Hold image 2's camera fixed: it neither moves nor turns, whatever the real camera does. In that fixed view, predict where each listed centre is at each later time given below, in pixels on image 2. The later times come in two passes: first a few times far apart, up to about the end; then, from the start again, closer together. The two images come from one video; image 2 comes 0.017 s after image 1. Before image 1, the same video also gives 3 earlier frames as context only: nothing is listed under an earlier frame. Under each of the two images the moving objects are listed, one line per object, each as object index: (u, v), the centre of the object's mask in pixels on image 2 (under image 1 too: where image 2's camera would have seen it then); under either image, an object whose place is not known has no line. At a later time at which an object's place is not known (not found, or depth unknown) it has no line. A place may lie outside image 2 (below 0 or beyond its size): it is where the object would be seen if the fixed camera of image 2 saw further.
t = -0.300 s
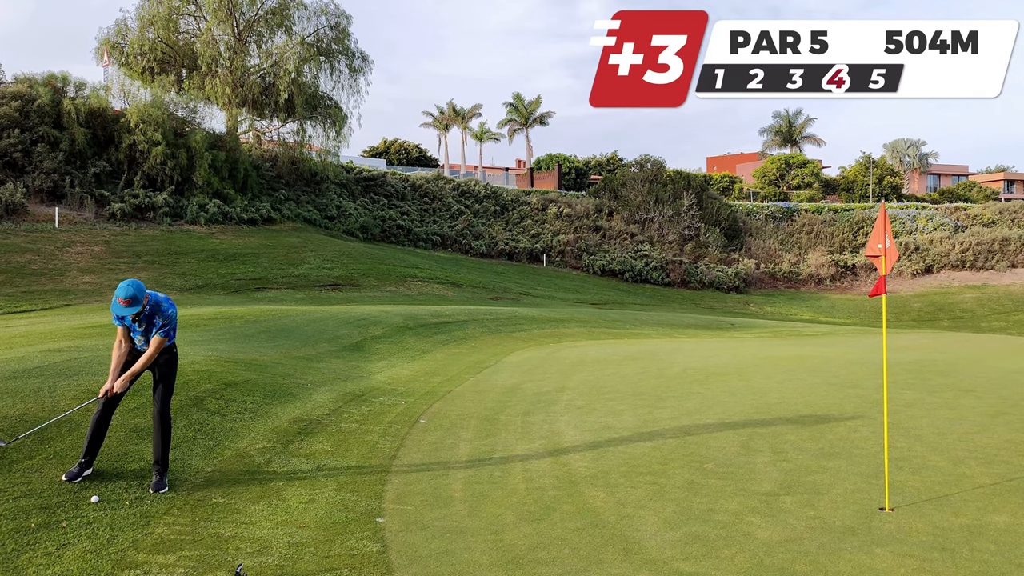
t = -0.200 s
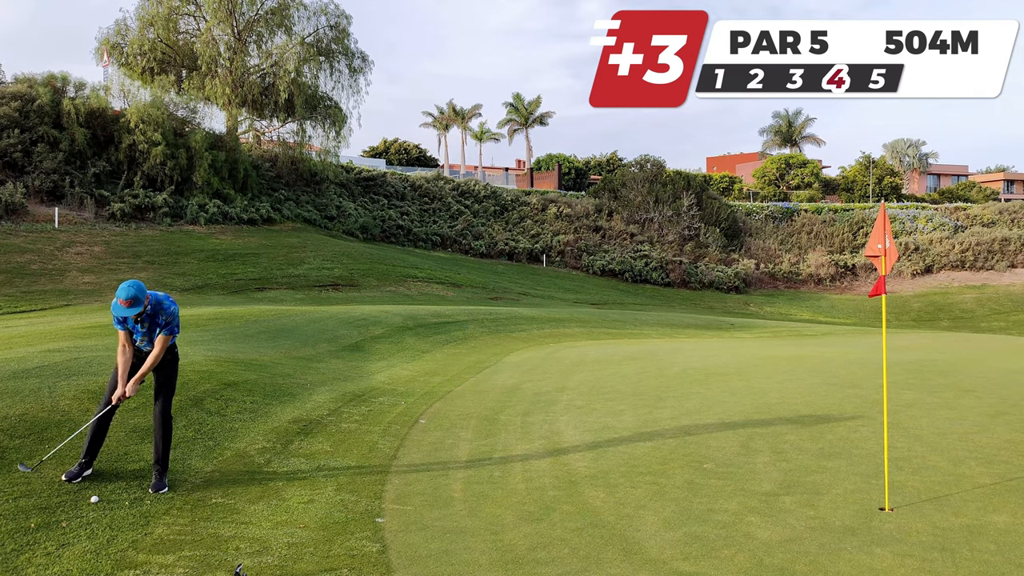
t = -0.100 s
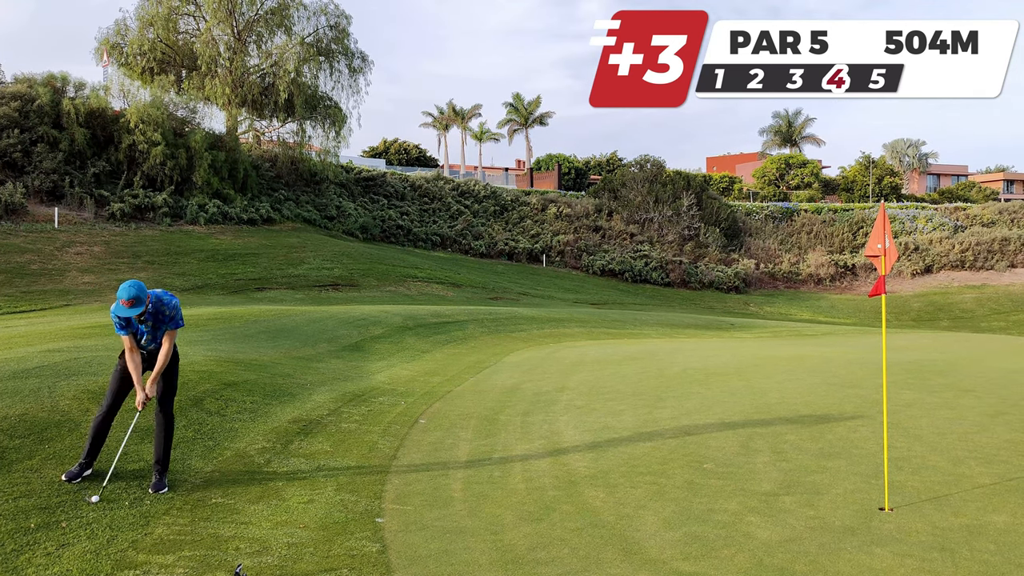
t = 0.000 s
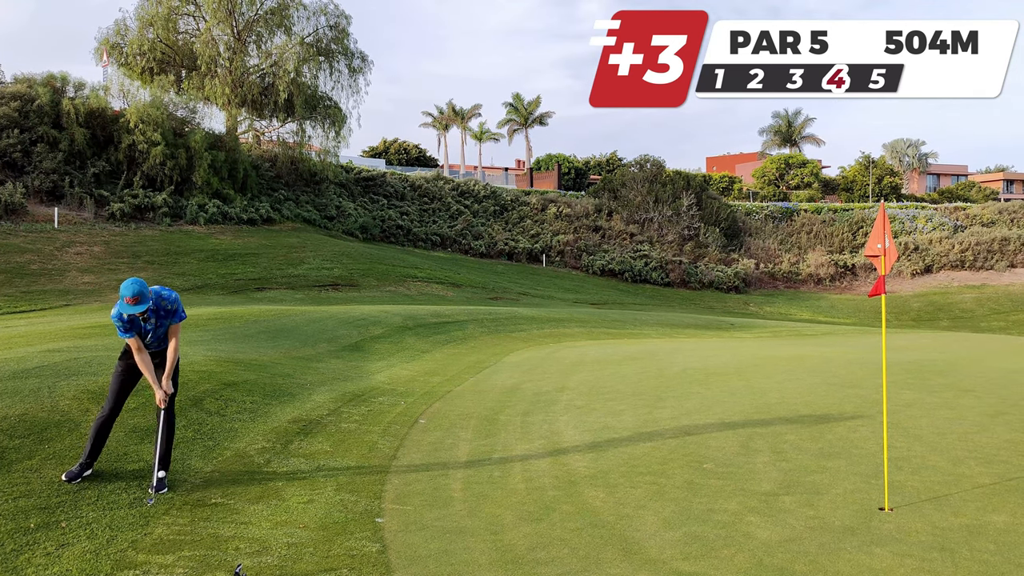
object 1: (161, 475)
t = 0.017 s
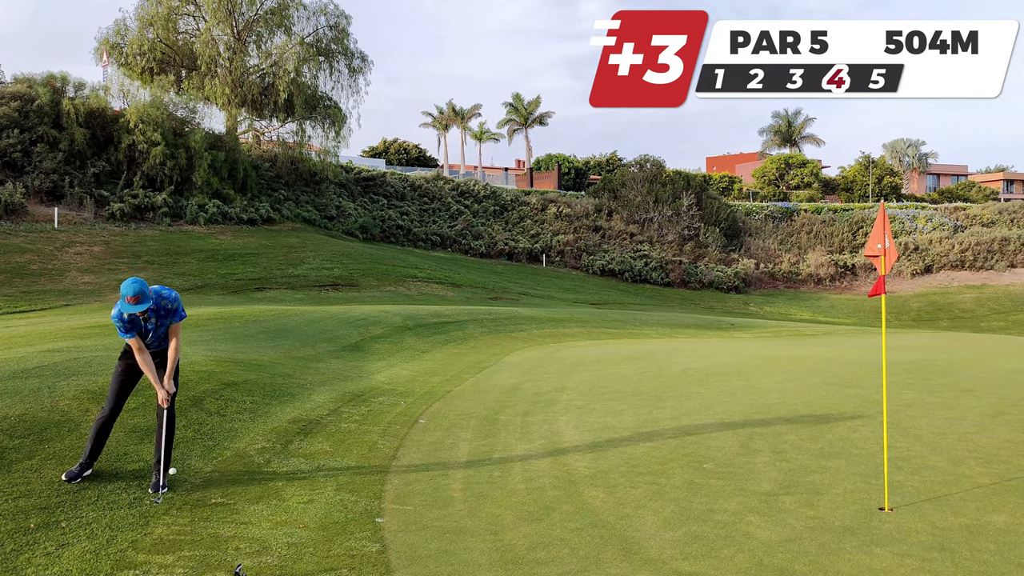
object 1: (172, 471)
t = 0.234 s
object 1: (314, 473)
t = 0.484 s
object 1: (448, 507)
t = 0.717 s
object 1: (524, 513)
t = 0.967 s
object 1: (583, 514)
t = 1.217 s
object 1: (638, 513)
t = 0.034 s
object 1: (183, 469)
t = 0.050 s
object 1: (194, 467)
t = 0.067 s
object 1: (205, 465)
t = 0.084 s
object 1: (216, 464)
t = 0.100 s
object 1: (227, 464)
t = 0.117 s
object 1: (238, 463)
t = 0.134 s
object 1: (249, 463)
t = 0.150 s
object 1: (260, 464)
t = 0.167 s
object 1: (271, 465)
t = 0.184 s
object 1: (281, 467)
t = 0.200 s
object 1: (293, 468)
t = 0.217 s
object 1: (303, 471)
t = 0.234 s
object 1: (314, 473)
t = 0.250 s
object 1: (325, 476)
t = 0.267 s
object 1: (336, 480)
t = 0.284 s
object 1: (346, 483)
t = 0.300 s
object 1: (357, 488)
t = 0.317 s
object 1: (368, 492)
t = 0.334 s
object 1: (379, 498)
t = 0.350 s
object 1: (389, 503)
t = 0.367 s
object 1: (400, 509)
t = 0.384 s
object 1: (411, 515)
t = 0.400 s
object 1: (420, 518)
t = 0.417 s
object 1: (425, 515)
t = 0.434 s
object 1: (431, 512)
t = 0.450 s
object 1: (437, 510)
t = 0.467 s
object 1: (443, 509)
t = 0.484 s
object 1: (448, 507)
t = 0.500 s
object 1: (454, 506)
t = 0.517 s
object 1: (460, 506)
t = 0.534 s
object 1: (466, 506)
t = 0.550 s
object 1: (472, 507)
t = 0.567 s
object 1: (478, 507)
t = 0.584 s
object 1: (484, 508)
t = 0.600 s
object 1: (489, 510)
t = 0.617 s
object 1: (495, 512)
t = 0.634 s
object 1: (501, 515)
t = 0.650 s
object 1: (507, 517)
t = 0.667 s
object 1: (511, 516)
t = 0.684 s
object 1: (515, 515)
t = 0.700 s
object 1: (520, 514)
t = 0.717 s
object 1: (524, 513)
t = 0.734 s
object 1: (527, 513)
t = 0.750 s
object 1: (532, 514)
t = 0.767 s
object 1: (536, 514)
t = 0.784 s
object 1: (540, 515)
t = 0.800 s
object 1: (544, 516)
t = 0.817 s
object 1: (548, 515)
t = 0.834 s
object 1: (552, 515)
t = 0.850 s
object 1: (556, 514)
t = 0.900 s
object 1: (568, 515)
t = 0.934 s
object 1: (575, 515)
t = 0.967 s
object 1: (583, 514)
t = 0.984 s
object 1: (587, 515)
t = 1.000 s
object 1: (591, 514)
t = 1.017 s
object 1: (594, 514)
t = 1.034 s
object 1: (598, 514)
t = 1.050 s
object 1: (602, 514)
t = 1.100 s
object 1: (613, 514)
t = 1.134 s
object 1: (620, 513)
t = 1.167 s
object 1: (627, 513)
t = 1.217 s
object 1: (638, 513)
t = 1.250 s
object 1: (644, 513)
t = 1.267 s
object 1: (648, 513)
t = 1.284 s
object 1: (652, 513)
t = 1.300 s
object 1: (655, 513)
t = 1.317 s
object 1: (659, 513)
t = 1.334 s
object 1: (663, 513)
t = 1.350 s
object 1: (667, 512)
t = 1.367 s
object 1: (670, 512)
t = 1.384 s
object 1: (674, 512)
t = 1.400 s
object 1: (677, 512)
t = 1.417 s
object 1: (681, 512)
